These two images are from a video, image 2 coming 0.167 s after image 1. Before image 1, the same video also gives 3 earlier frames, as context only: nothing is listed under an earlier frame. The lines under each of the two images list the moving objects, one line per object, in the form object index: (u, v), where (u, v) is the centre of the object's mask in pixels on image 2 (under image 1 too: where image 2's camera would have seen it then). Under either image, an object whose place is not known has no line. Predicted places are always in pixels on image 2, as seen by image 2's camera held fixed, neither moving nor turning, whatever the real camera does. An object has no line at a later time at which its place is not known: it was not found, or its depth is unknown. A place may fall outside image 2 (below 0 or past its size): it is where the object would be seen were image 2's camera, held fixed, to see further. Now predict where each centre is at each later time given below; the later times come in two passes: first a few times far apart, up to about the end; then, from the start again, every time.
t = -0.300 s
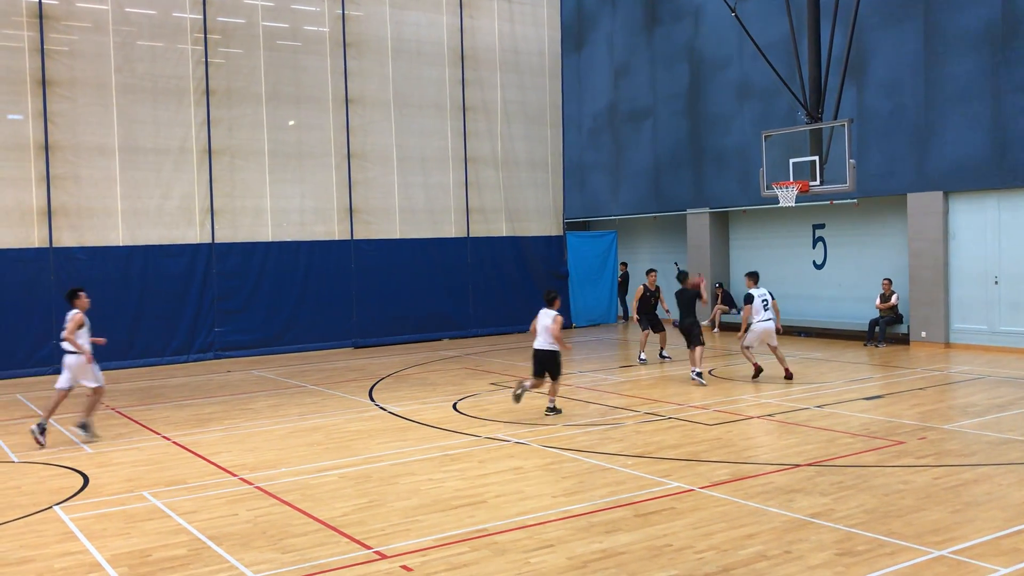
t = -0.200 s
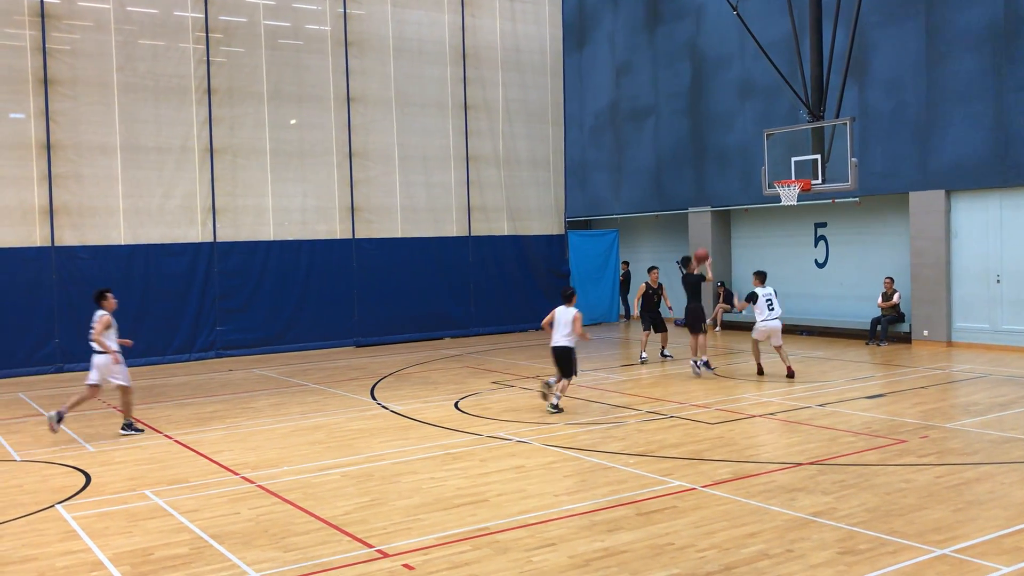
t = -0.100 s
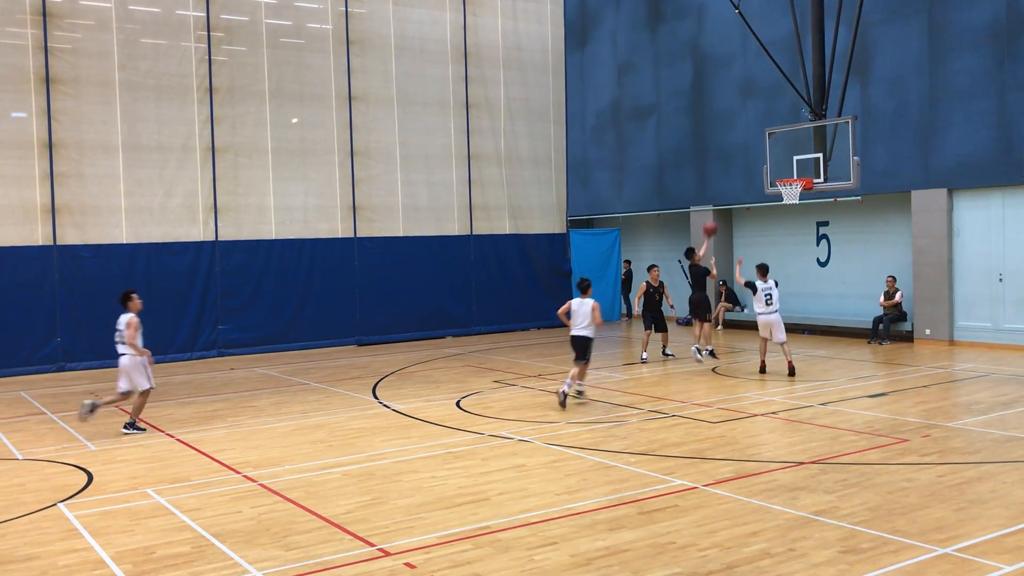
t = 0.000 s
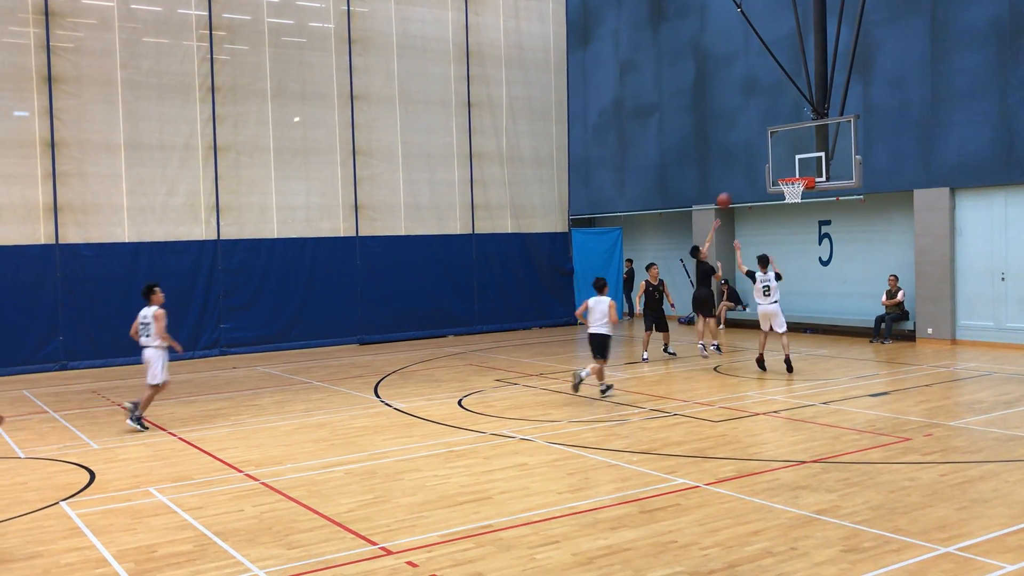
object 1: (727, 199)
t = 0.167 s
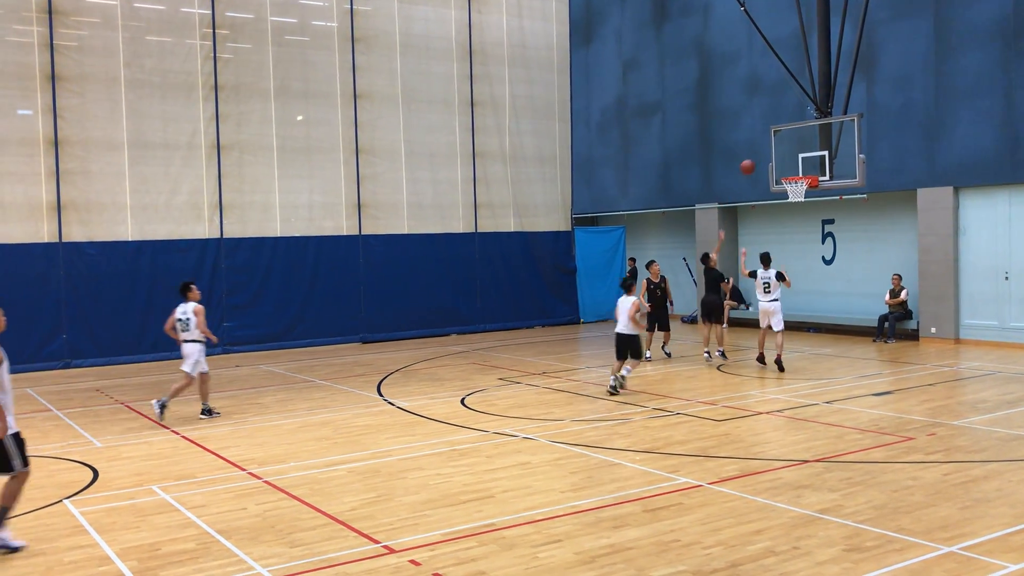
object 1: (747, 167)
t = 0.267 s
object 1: (759, 156)
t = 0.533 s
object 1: (792, 154)
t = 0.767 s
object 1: (794, 173)
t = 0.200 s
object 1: (751, 162)
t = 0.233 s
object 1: (756, 158)
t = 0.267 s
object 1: (759, 156)
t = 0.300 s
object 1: (764, 153)
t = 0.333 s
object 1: (768, 151)
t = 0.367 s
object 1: (772, 150)
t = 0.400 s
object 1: (776, 149)
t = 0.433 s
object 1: (780, 150)
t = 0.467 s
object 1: (784, 150)
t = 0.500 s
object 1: (788, 152)
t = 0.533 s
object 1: (792, 154)
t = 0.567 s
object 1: (797, 157)
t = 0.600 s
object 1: (797, 158)
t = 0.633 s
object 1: (796, 161)
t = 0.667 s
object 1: (795, 163)
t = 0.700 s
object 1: (795, 166)
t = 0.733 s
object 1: (795, 170)
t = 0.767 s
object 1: (794, 173)
